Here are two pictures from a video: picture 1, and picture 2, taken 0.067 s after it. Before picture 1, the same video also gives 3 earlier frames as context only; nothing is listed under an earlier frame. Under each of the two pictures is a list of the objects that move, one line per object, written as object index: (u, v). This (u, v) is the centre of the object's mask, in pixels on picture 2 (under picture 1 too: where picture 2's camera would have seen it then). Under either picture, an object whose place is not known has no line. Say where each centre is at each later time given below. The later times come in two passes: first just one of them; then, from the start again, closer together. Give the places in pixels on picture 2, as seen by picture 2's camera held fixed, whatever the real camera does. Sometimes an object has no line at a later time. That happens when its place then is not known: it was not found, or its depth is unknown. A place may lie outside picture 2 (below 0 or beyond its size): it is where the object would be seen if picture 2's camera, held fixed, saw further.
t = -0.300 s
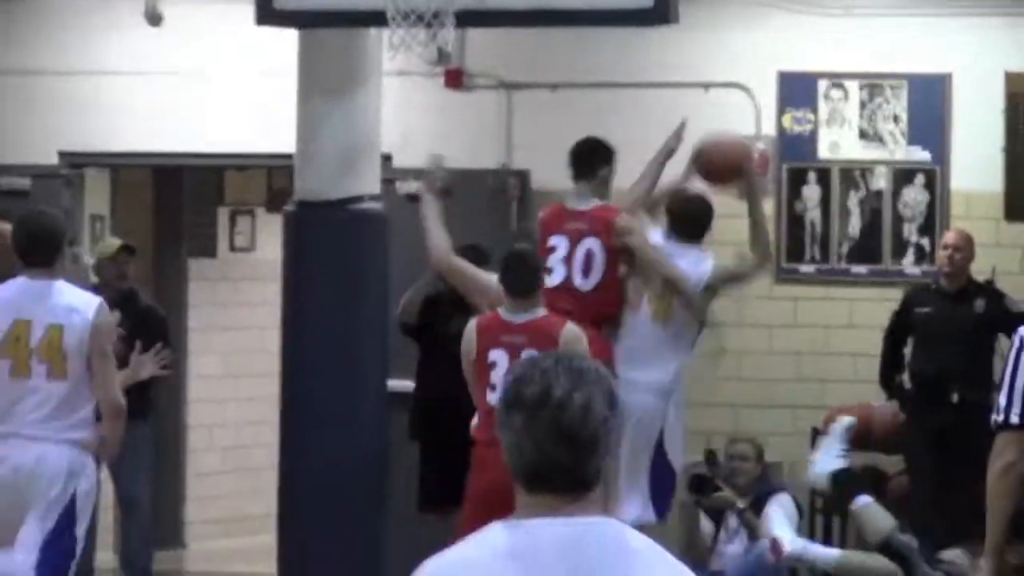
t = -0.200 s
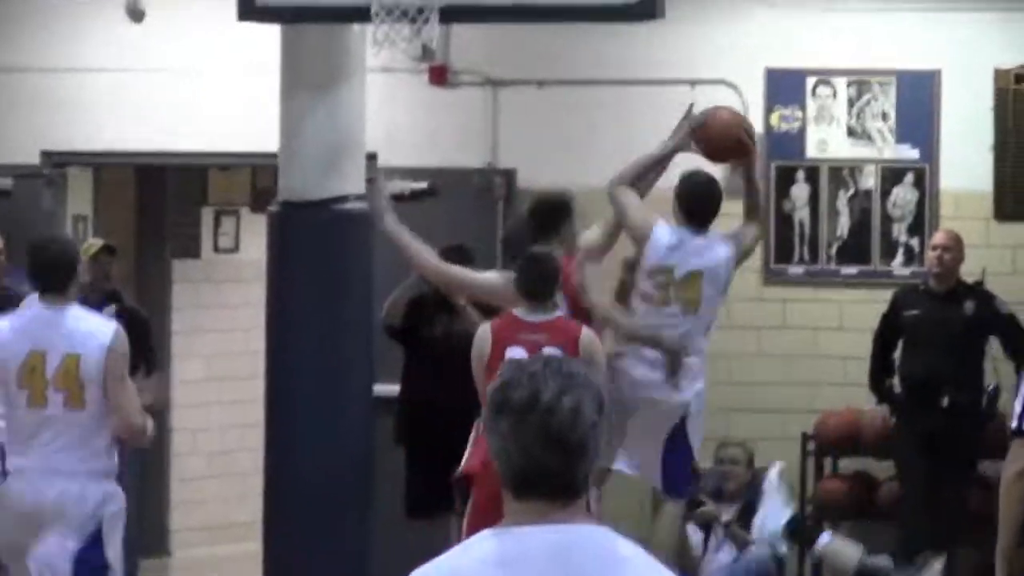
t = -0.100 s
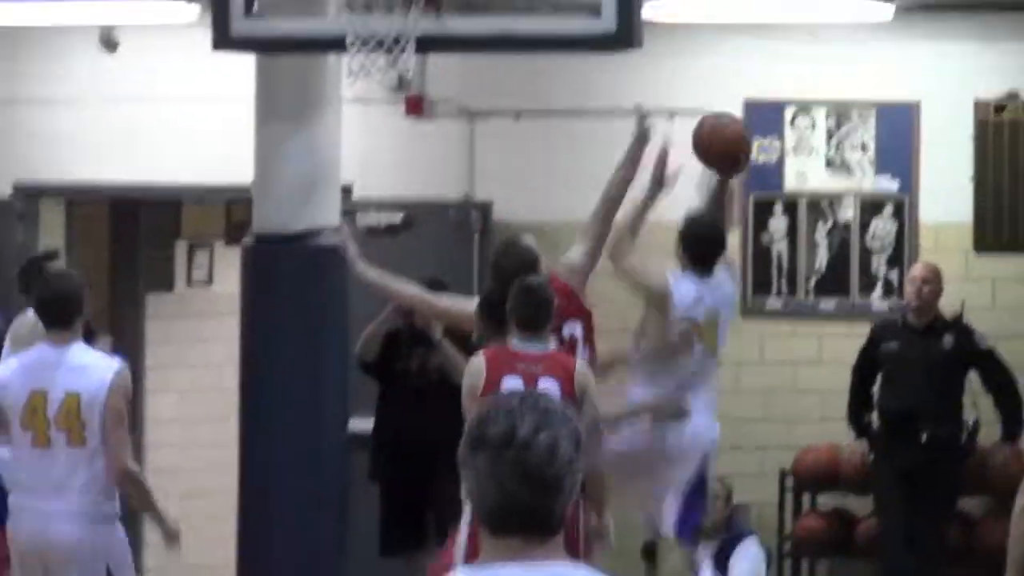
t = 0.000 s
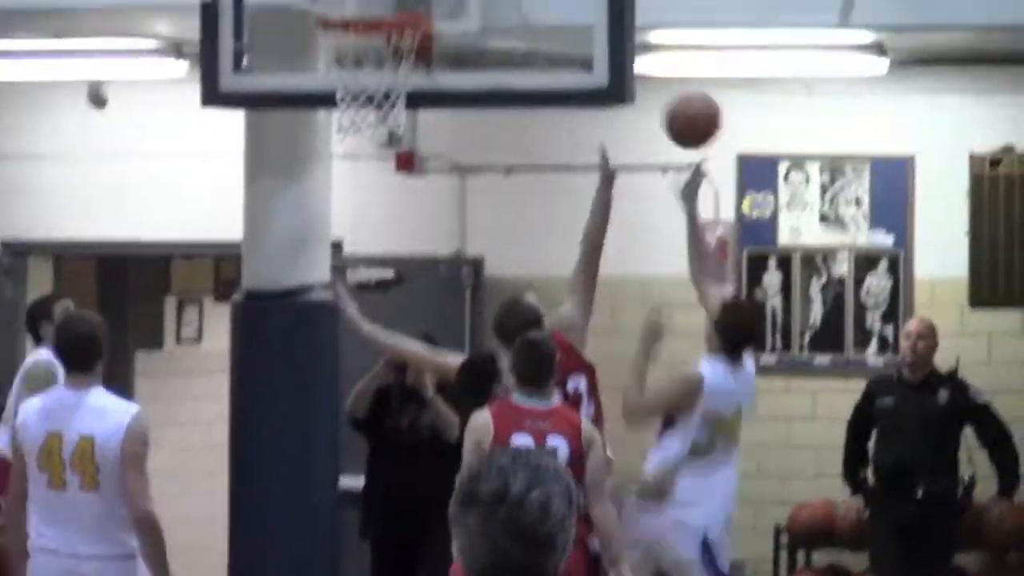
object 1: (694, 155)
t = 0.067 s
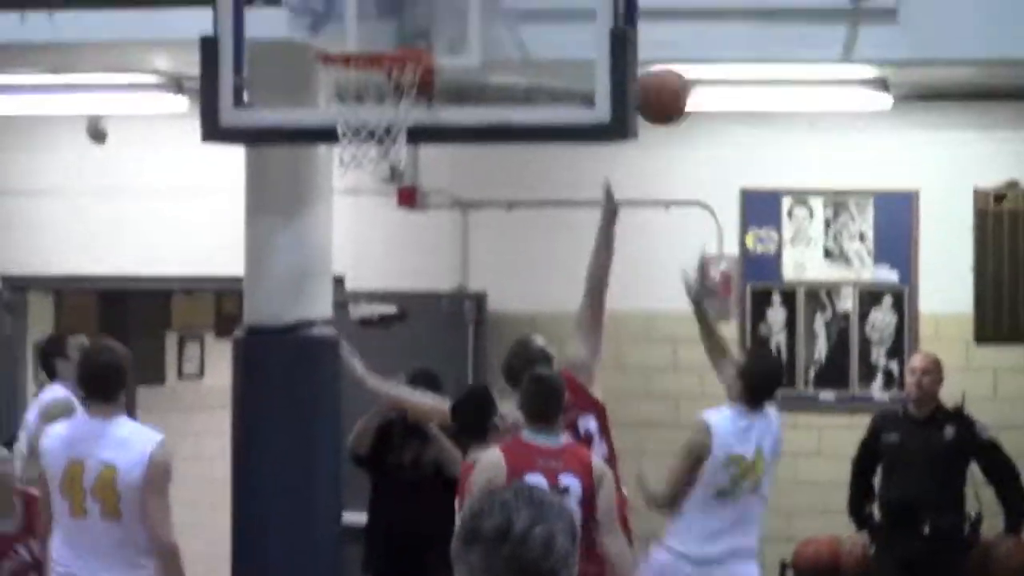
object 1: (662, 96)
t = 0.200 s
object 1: (594, 8)
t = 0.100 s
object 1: (646, 66)
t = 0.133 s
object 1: (631, 47)
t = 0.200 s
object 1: (594, 8)
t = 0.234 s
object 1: (579, -6)
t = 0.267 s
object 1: (565, -19)
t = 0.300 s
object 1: (547, -29)
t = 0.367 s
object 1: (514, -41)
